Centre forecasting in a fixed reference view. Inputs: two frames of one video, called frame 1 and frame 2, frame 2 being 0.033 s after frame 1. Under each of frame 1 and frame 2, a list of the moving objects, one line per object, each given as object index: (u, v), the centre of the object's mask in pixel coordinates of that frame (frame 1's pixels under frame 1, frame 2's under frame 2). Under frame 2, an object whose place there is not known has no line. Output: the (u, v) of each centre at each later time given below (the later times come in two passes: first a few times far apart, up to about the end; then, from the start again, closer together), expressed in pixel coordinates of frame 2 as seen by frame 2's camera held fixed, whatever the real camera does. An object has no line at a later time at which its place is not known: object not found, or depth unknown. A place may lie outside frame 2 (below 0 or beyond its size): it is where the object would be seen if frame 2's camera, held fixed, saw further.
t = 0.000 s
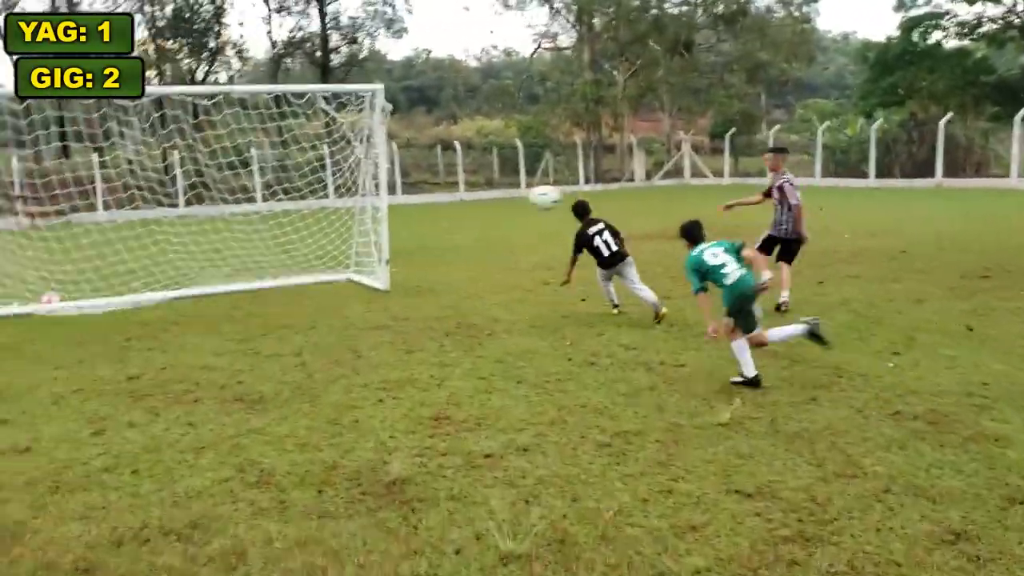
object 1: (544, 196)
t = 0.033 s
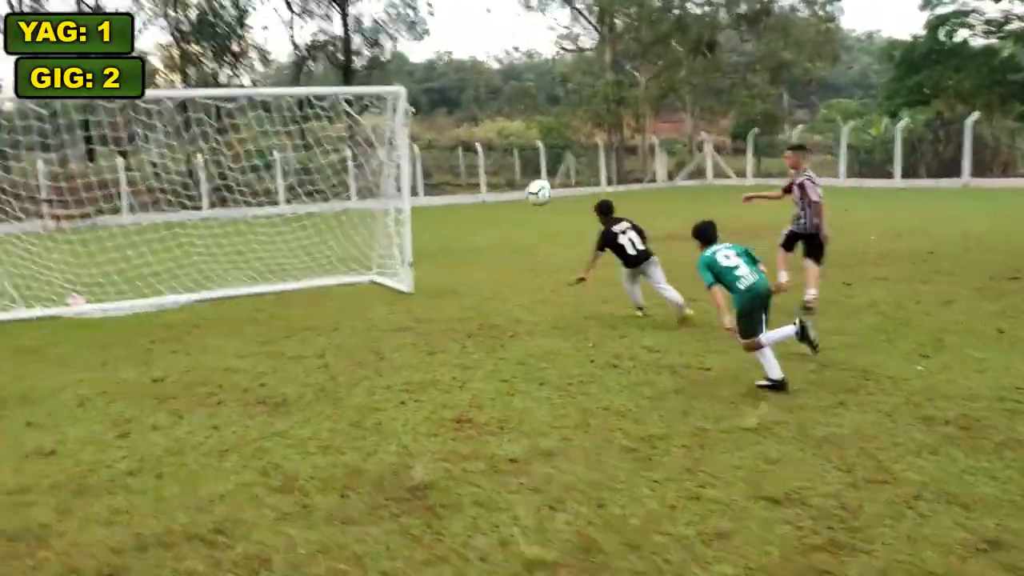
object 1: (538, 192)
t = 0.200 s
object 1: (394, 178)
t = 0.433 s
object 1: (185, 203)
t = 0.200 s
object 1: (394, 178)
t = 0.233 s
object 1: (365, 179)
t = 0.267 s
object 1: (336, 180)
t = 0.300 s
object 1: (306, 182)
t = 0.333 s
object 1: (276, 186)
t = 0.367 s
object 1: (245, 190)
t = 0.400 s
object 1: (214, 196)
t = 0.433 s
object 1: (185, 203)
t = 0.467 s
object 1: (149, 211)
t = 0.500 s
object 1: (122, 220)
